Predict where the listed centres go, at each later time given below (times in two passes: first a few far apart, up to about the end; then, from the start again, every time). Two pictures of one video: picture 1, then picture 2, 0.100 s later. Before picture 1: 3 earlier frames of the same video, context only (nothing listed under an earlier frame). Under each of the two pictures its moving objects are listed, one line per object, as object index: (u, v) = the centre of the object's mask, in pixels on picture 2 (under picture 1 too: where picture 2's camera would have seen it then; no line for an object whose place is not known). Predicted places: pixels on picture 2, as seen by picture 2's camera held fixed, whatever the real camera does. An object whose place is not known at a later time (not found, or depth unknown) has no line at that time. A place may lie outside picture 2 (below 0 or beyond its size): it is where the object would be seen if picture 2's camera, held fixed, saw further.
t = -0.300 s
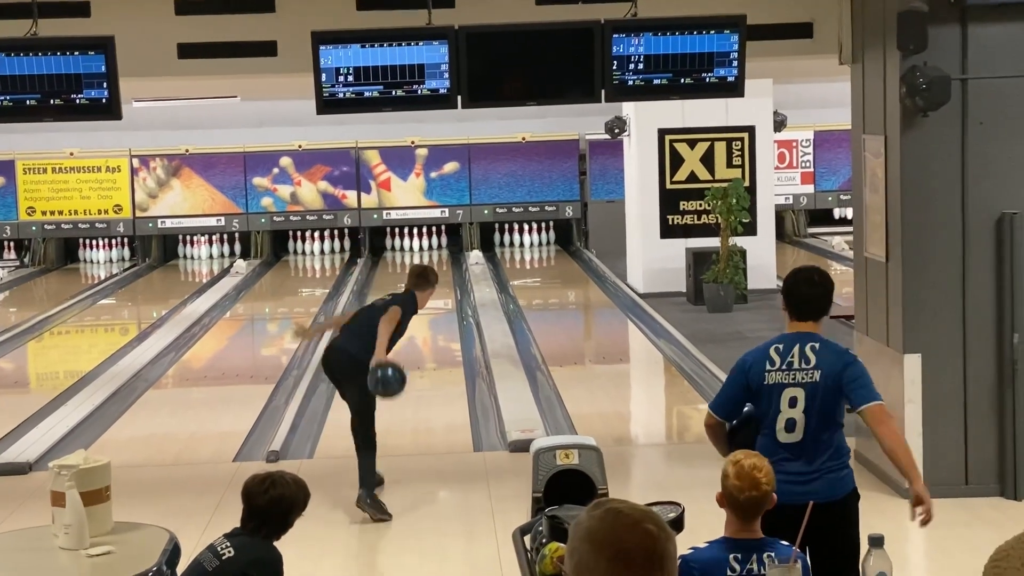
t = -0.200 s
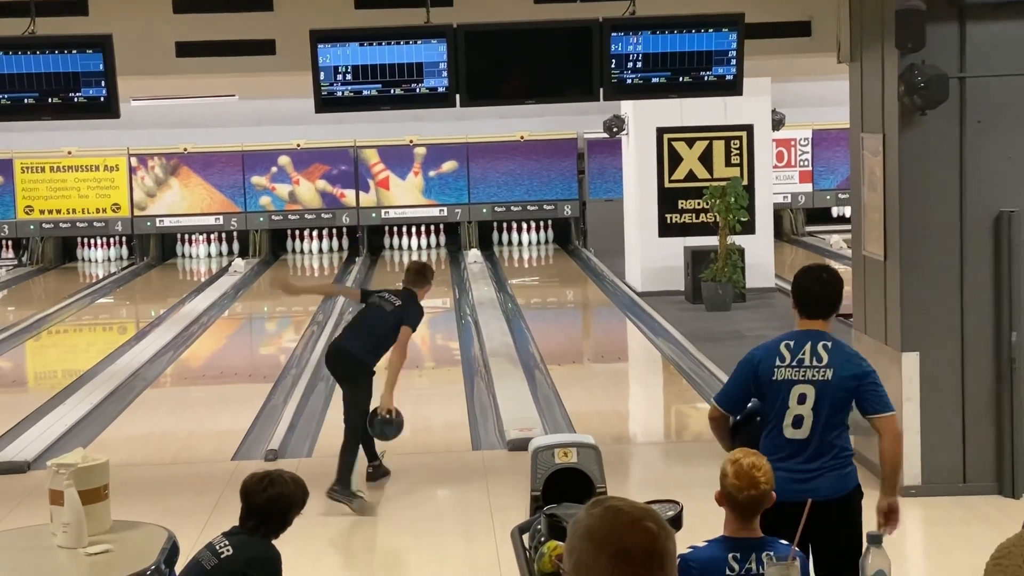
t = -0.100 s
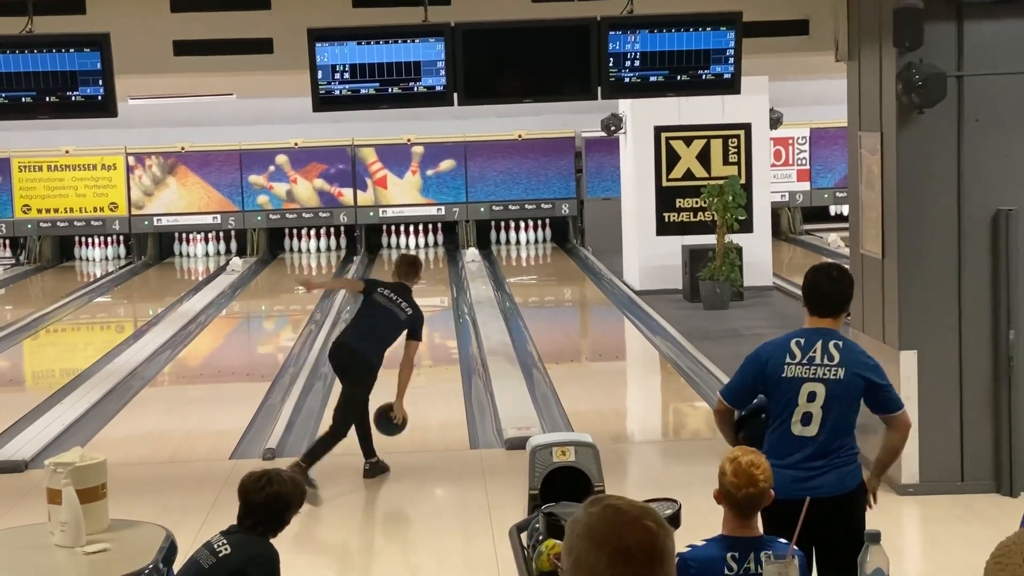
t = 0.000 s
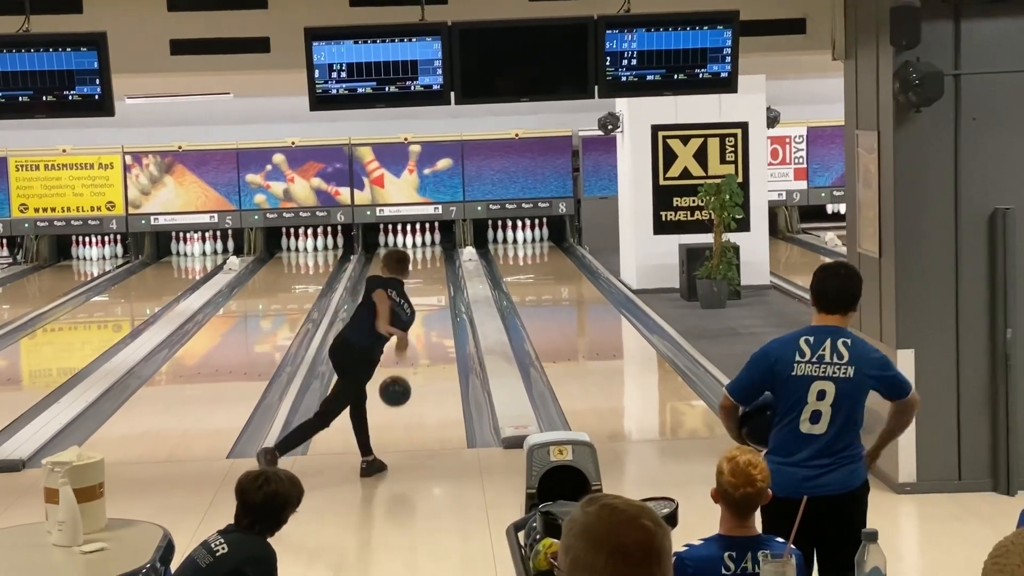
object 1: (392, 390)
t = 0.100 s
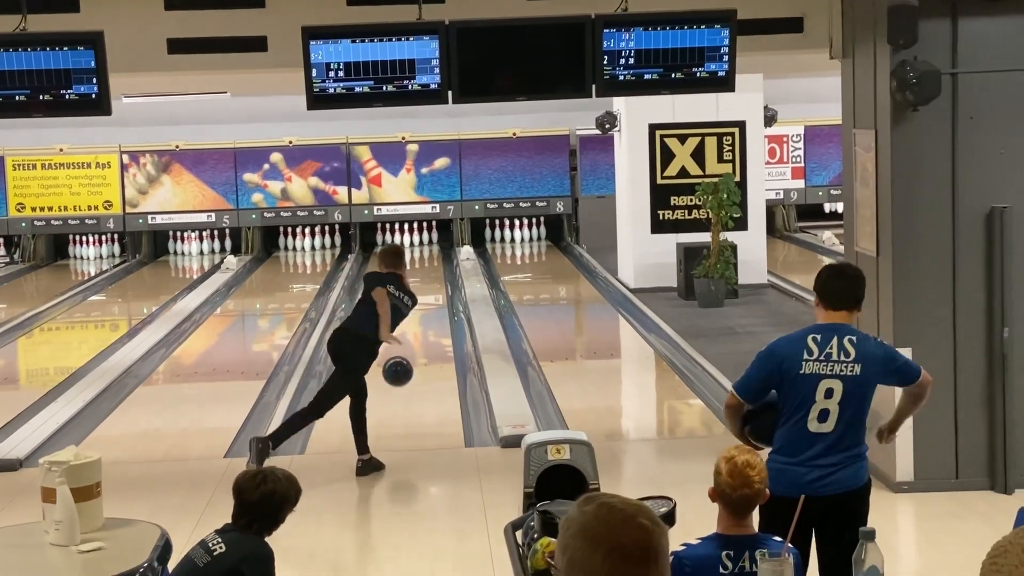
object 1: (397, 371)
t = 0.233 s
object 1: (404, 369)
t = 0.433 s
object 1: (413, 373)
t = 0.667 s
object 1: (420, 349)
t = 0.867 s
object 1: (424, 332)
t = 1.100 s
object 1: (427, 315)
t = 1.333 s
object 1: (428, 300)
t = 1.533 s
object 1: (429, 289)
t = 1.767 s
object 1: (428, 278)
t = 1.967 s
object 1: (428, 270)
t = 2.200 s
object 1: (425, 261)
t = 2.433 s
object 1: (420, 254)
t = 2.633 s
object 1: (414, 249)
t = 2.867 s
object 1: (407, 245)
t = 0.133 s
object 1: (399, 368)
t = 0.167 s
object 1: (401, 367)
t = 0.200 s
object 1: (403, 367)
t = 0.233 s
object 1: (404, 369)
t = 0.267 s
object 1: (406, 372)
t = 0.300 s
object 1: (408, 376)
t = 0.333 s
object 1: (409, 382)
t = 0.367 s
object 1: (411, 381)
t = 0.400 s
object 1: (412, 376)
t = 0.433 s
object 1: (413, 373)
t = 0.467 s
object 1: (414, 370)
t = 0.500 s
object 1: (415, 366)
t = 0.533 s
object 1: (416, 363)
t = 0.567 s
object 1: (417, 359)
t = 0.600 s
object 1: (418, 356)
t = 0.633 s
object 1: (419, 352)
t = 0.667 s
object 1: (420, 349)
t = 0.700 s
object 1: (421, 346)
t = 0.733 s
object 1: (421, 343)
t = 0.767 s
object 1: (422, 340)
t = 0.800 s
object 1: (423, 337)
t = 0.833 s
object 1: (423, 335)
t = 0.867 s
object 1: (424, 332)
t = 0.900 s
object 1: (424, 329)
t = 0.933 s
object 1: (425, 327)
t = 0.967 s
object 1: (425, 324)
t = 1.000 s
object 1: (426, 322)
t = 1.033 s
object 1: (426, 319)
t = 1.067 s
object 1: (427, 317)
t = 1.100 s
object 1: (427, 315)
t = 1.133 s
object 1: (427, 313)
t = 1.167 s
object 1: (427, 310)
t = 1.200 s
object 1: (428, 308)
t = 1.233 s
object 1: (428, 306)
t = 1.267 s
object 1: (428, 304)
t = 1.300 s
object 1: (428, 302)
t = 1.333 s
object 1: (428, 300)
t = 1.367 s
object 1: (429, 298)
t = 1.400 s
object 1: (429, 297)
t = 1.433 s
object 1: (429, 294)
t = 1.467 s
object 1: (429, 293)
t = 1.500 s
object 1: (429, 291)
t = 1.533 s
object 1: (429, 289)
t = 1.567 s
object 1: (429, 288)
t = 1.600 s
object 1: (429, 286)
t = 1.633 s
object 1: (429, 284)
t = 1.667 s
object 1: (429, 283)
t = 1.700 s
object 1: (429, 281)
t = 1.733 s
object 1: (429, 280)
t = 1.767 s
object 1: (428, 278)
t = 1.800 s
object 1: (428, 277)
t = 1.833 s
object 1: (428, 275)
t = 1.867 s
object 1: (428, 274)
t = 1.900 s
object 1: (428, 273)
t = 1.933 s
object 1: (428, 271)
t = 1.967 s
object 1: (428, 270)
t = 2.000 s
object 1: (427, 269)
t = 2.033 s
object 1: (427, 267)
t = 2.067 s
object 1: (427, 266)
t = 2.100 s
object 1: (426, 265)
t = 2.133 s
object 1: (426, 264)
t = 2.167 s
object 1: (425, 263)
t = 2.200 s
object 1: (425, 261)
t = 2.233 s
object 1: (424, 260)
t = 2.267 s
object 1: (423, 259)
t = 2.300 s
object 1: (423, 258)
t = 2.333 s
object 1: (422, 257)
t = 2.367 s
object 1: (421, 256)
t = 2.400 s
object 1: (421, 255)
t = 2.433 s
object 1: (420, 254)
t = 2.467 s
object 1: (419, 253)
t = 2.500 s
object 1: (418, 252)
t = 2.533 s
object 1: (418, 252)
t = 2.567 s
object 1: (416, 251)
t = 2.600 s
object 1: (415, 250)
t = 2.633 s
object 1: (414, 249)
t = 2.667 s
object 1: (413, 248)
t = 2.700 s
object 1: (412, 247)
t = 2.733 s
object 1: (411, 247)
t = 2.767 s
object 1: (409, 246)
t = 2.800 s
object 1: (408, 245)
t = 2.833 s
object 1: (407, 245)
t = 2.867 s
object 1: (407, 245)
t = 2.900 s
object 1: (406, 244)
